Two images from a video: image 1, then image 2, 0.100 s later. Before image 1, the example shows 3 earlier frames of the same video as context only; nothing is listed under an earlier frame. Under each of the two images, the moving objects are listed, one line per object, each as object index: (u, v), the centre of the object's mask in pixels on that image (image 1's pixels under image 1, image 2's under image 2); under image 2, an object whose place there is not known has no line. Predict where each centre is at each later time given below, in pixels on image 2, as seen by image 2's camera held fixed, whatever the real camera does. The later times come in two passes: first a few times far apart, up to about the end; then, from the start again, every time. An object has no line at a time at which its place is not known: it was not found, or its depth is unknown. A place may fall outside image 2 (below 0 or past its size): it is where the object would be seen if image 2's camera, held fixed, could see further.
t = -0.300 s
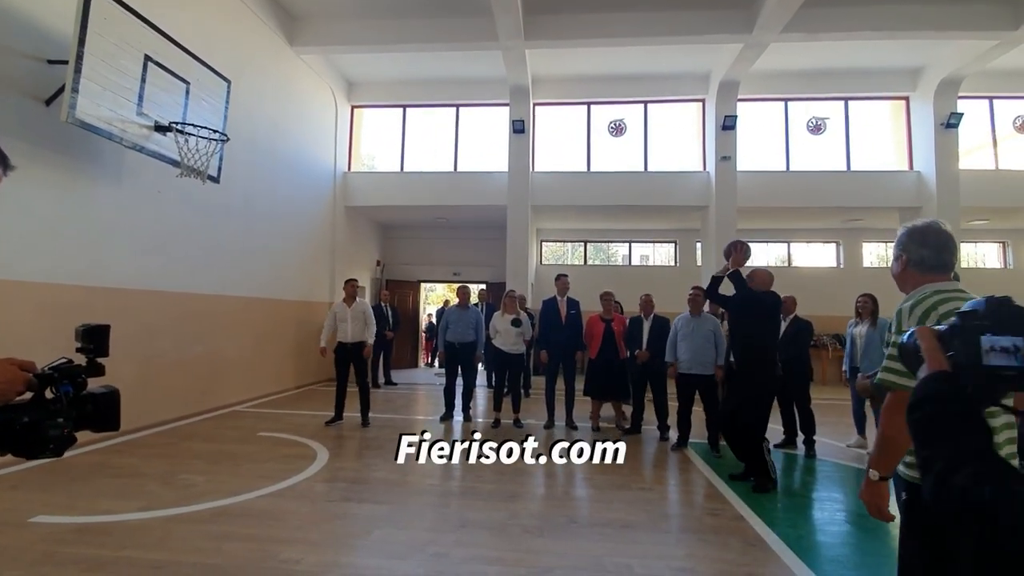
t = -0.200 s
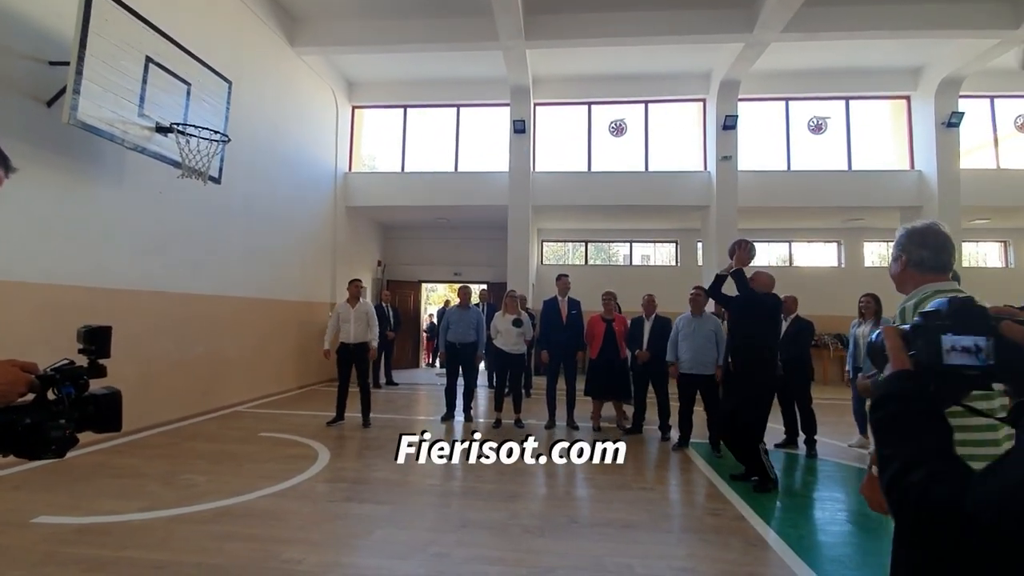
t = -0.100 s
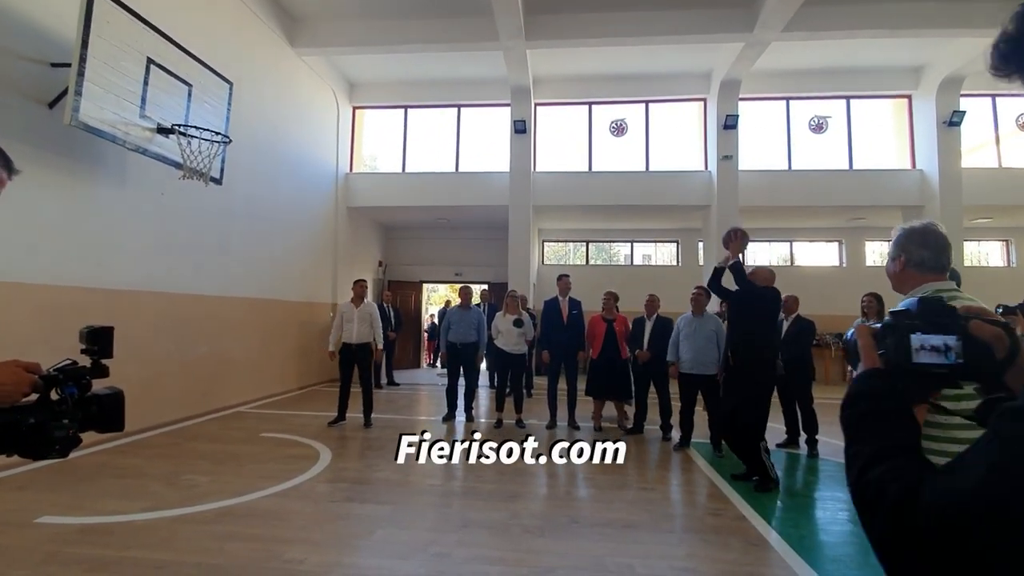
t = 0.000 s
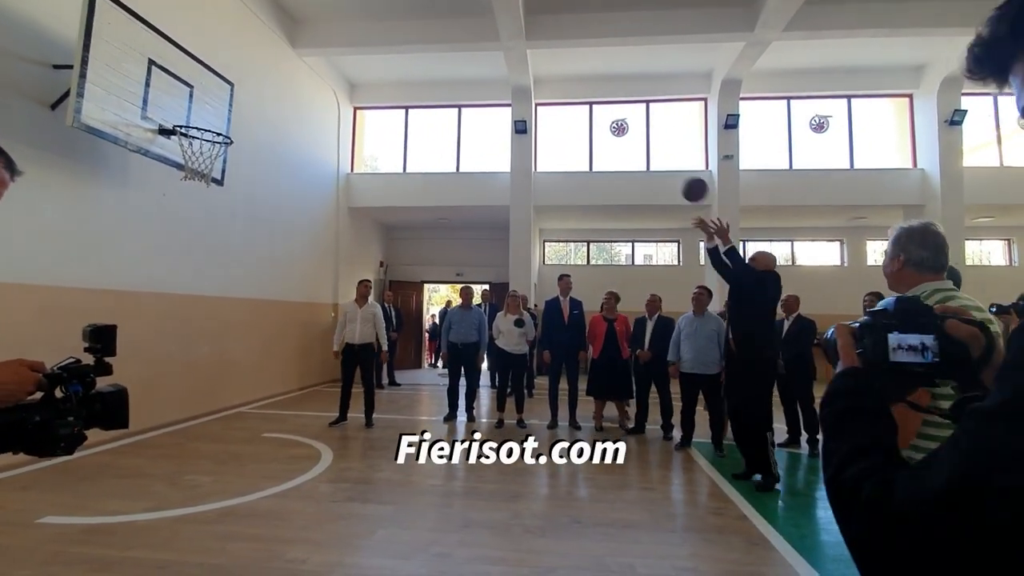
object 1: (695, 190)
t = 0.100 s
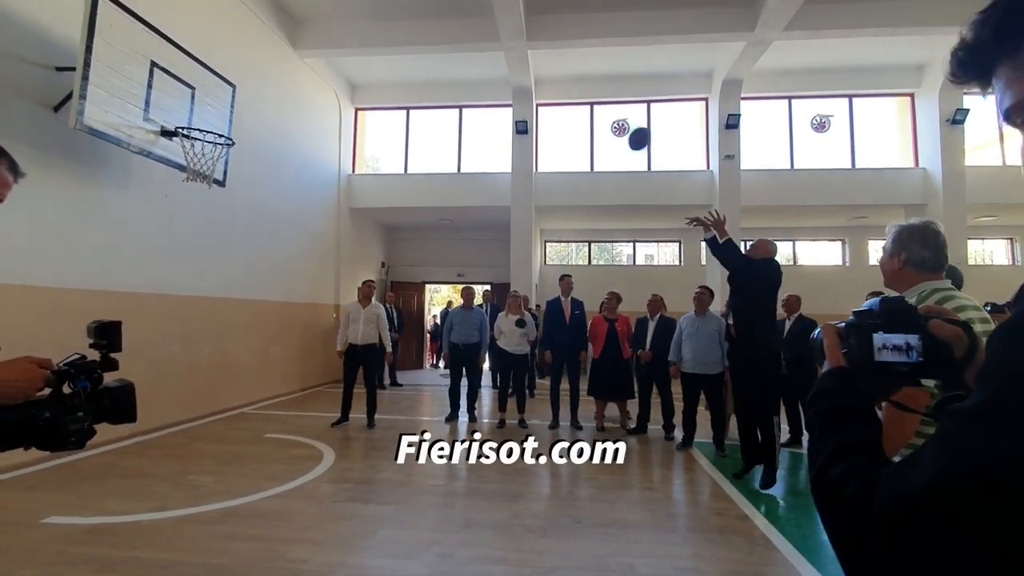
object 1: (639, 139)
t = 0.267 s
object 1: (548, 80)
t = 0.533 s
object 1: (413, 48)
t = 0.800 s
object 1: (282, 85)
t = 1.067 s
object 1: (178, 153)
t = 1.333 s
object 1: (173, 188)
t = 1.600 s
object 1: (164, 296)
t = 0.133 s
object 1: (620, 125)
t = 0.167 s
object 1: (601, 111)
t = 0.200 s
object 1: (584, 99)
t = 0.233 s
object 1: (566, 89)
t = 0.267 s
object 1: (548, 80)
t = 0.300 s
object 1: (531, 72)
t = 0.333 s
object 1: (514, 65)
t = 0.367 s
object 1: (497, 59)
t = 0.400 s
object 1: (480, 54)
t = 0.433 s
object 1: (463, 51)
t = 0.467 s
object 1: (446, 49)
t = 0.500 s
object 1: (430, 48)
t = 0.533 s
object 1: (413, 48)
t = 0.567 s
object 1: (397, 48)
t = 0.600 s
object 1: (380, 50)
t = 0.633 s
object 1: (364, 54)
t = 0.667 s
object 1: (347, 58)
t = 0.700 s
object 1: (331, 63)
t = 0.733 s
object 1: (315, 69)
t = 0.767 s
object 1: (298, 76)
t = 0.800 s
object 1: (282, 85)
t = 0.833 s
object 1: (265, 94)
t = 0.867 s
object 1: (249, 104)
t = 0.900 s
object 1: (232, 115)
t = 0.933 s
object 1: (215, 127)
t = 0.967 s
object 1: (198, 141)
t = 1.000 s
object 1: (185, 150)
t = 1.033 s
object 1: (179, 153)
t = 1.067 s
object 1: (178, 153)
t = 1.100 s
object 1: (174, 154)
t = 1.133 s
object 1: (174, 156)
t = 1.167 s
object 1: (175, 158)
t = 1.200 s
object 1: (174, 161)
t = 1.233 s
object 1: (174, 166)
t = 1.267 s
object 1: (174, 172)
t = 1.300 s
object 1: (173, 179)
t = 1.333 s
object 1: (173, 188)
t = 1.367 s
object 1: (172, 197)
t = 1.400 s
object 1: (171, 207)
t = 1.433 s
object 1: (171, 219)
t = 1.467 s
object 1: (170, 232)
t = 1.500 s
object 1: (168, 246)
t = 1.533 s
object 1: (167, 262)
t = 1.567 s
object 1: (166, 278)
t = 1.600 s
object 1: (164, 296)
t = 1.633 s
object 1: (162, 315)
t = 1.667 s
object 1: (160, 336)
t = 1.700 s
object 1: (159, 357)
